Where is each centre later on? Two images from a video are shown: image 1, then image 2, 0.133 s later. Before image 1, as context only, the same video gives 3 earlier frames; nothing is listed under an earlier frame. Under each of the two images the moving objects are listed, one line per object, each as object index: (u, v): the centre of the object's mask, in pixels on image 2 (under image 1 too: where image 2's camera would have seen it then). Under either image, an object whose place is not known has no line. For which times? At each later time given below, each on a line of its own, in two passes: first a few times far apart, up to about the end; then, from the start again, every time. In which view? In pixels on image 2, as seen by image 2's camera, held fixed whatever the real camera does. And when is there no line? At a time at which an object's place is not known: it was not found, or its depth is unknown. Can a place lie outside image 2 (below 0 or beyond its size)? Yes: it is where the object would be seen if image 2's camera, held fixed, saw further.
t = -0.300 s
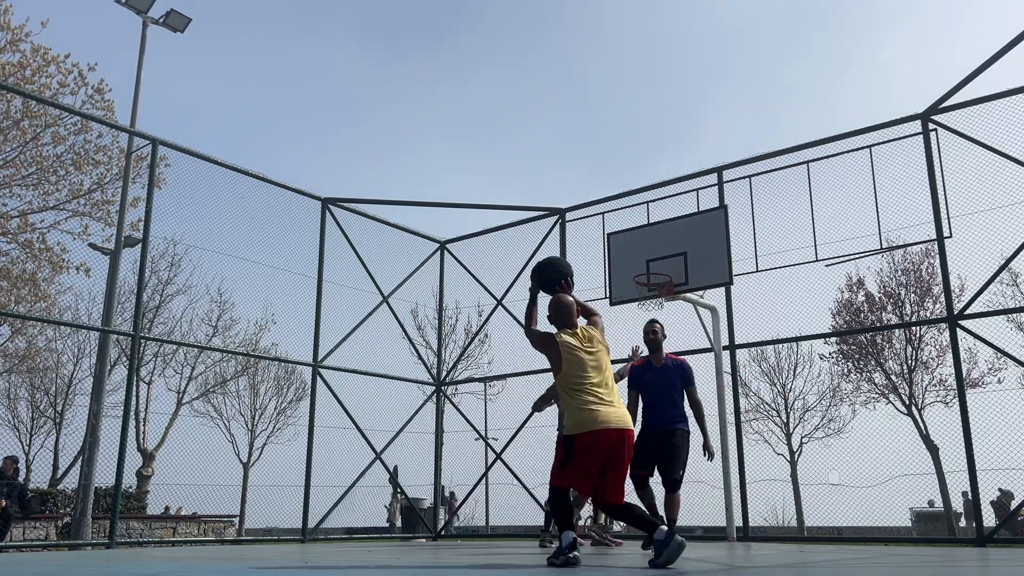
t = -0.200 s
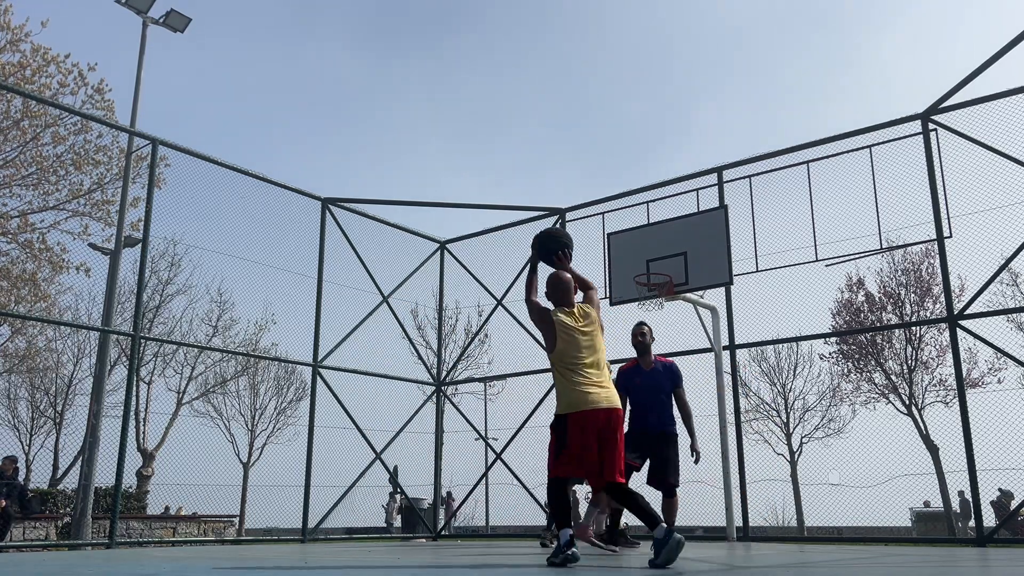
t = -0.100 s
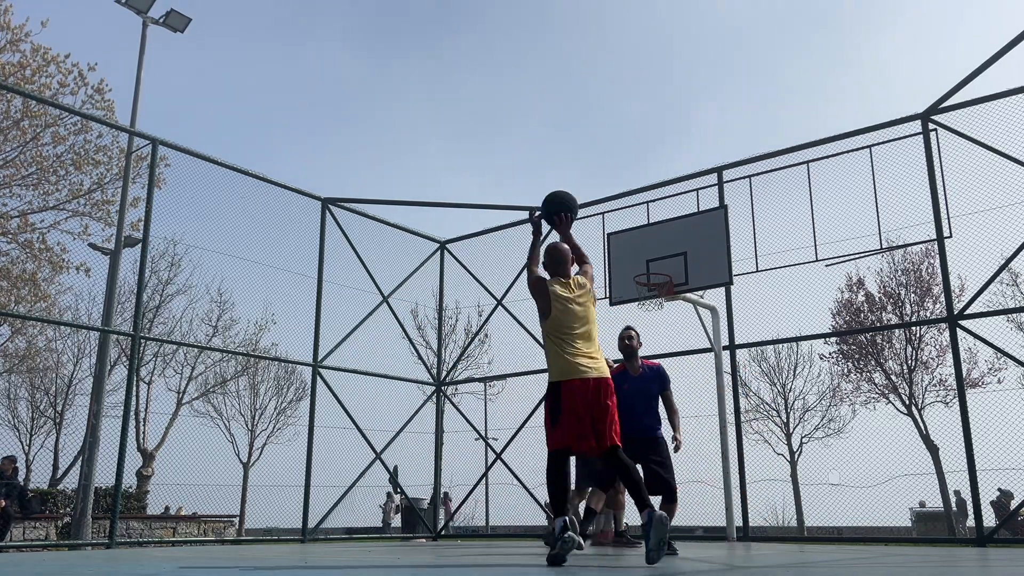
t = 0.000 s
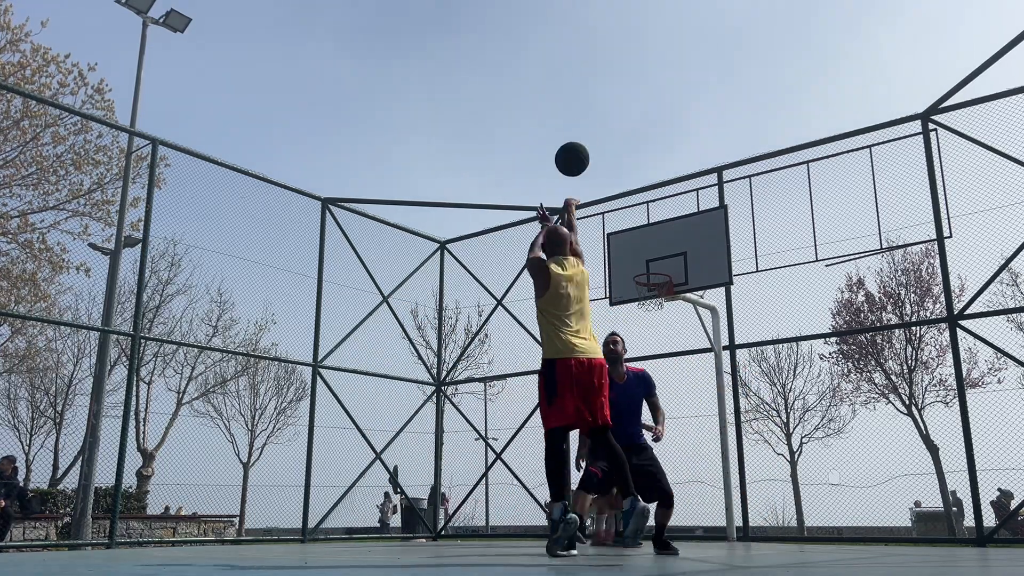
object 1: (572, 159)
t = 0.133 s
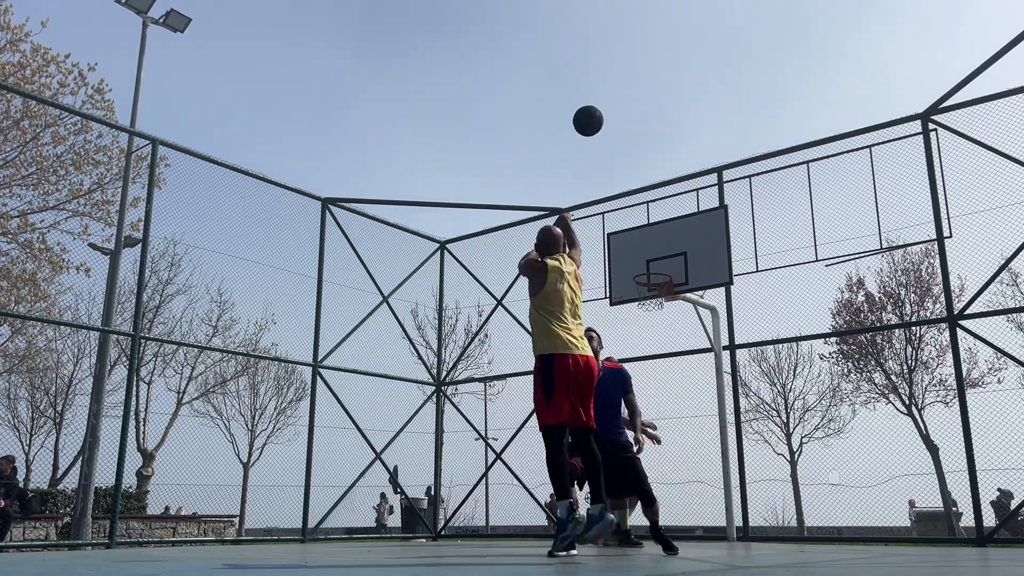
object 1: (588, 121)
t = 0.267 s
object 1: (601, 108)
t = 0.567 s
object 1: (624, 140)
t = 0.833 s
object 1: (641, 217)
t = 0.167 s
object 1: (591, 115)
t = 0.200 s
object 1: (595, 112)
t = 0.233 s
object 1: (598, 109)
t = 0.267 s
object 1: (601, 108)
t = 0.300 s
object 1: (604, 108)
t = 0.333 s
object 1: (607, 109)
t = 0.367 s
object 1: (610, 111)
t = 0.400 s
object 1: (612, 114)
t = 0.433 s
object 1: (615, 118)
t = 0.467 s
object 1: (617, 122)
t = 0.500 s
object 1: (620, 128)
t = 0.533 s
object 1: (622, 133)
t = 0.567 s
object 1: (624, 140)
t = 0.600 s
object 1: (627, 148)
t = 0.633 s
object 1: (629, 156)
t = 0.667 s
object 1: (631, 164)
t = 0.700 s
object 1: (633, 174)
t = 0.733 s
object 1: (635, 183)
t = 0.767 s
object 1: (637, 194)
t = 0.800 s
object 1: (639, 205)
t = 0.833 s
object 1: (641, 217)
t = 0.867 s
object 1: (643, 228)
